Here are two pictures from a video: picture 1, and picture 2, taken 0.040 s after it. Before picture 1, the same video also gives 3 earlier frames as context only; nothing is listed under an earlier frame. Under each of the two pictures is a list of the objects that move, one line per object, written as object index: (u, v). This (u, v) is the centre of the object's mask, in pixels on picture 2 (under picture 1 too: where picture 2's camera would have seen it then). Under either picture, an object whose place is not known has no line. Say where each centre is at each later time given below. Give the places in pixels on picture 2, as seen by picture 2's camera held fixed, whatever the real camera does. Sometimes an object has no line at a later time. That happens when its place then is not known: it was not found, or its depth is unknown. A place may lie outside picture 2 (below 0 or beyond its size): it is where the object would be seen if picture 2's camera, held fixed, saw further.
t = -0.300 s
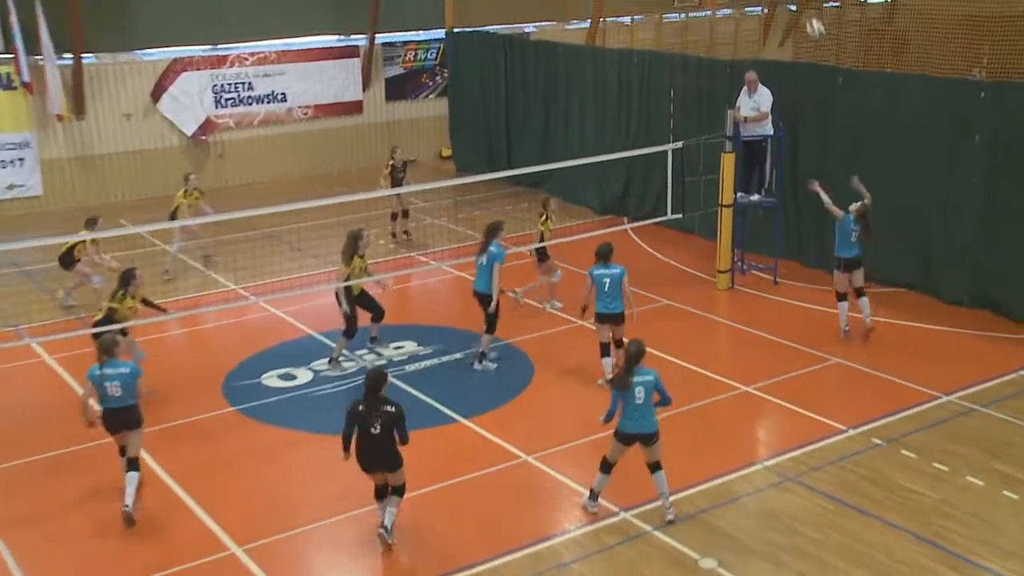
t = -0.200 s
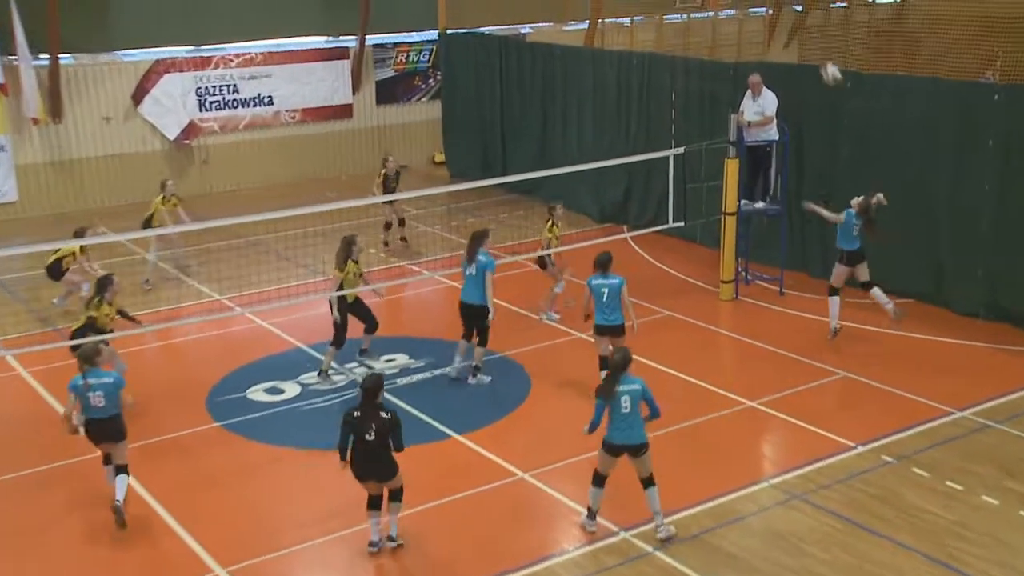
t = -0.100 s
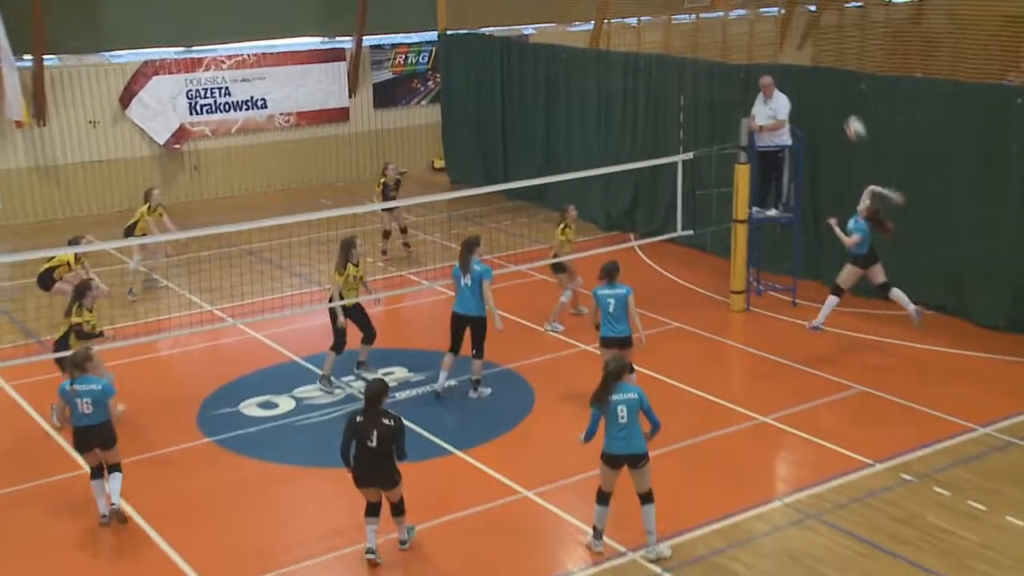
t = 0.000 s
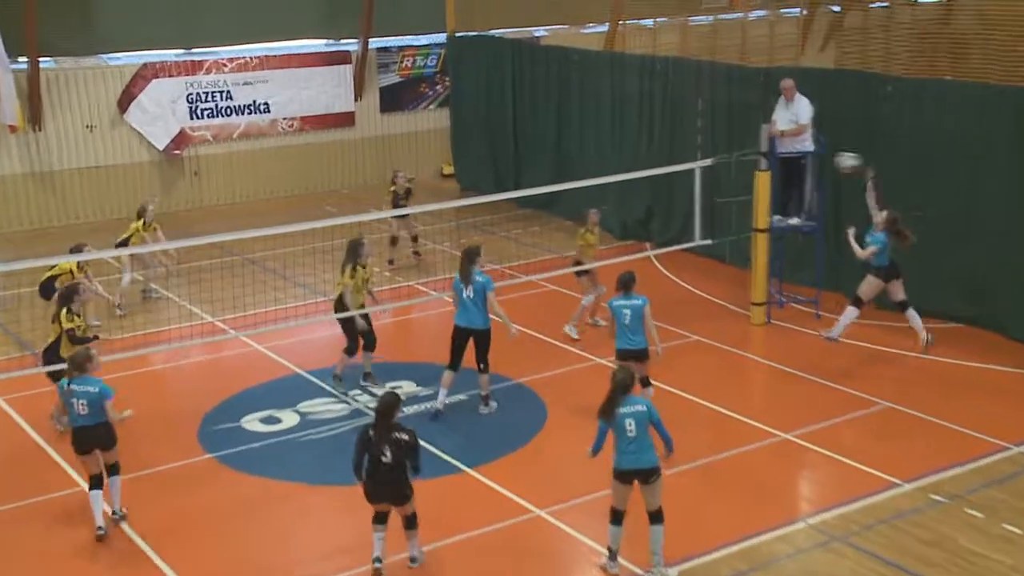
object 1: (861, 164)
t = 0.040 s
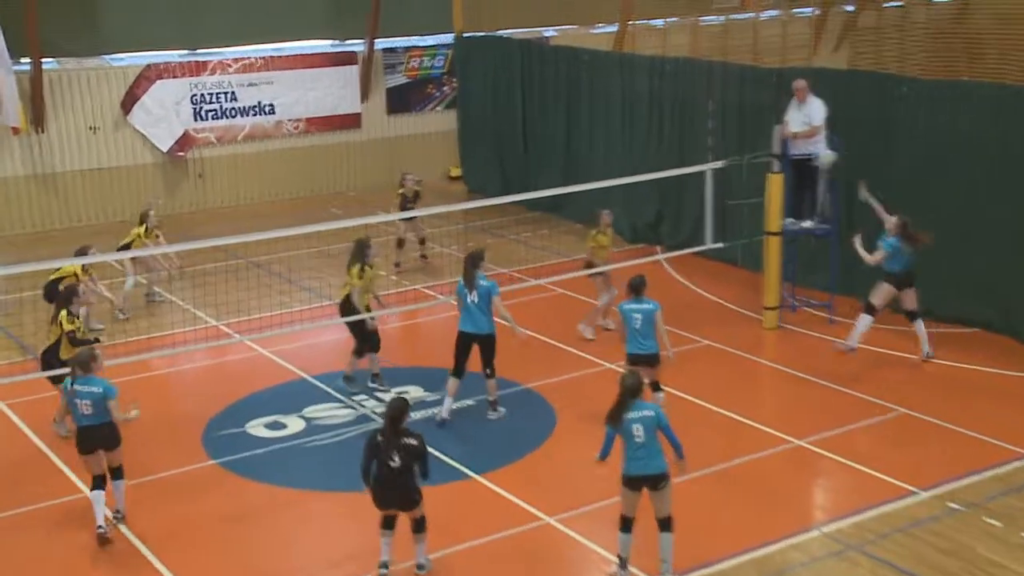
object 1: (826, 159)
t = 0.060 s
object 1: (806, 159)
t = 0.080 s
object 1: (788, 154)
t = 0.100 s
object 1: (769, 153)
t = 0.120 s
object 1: (752, 152)
